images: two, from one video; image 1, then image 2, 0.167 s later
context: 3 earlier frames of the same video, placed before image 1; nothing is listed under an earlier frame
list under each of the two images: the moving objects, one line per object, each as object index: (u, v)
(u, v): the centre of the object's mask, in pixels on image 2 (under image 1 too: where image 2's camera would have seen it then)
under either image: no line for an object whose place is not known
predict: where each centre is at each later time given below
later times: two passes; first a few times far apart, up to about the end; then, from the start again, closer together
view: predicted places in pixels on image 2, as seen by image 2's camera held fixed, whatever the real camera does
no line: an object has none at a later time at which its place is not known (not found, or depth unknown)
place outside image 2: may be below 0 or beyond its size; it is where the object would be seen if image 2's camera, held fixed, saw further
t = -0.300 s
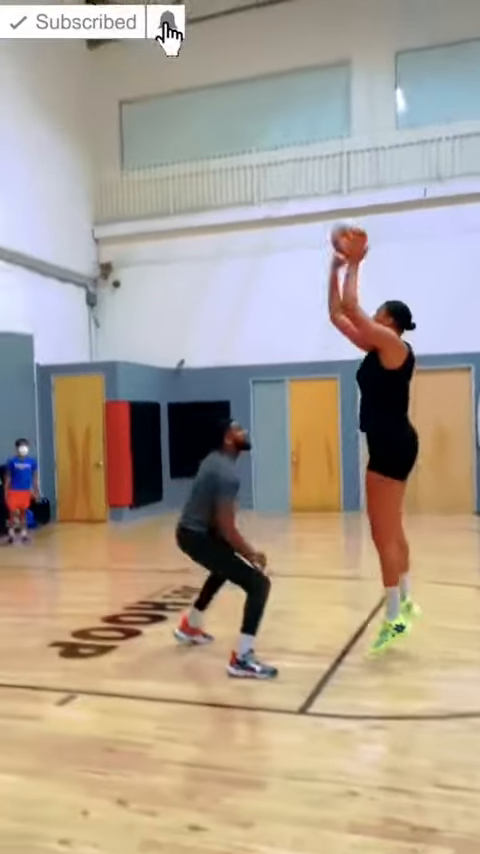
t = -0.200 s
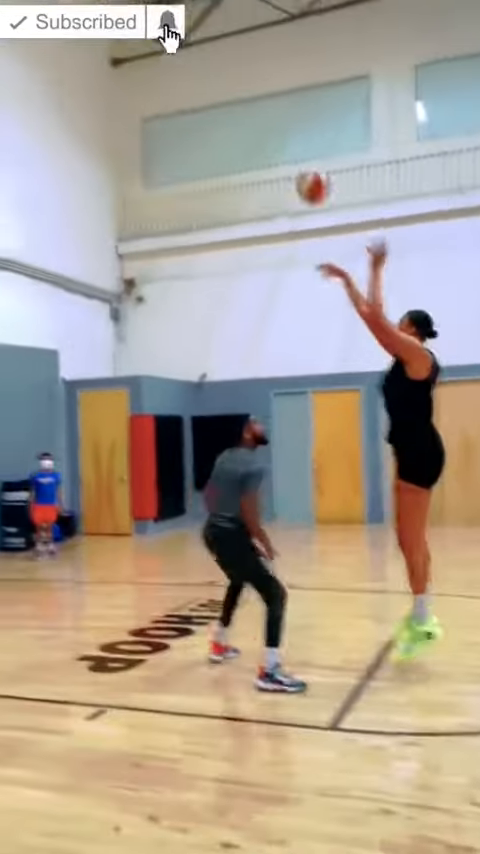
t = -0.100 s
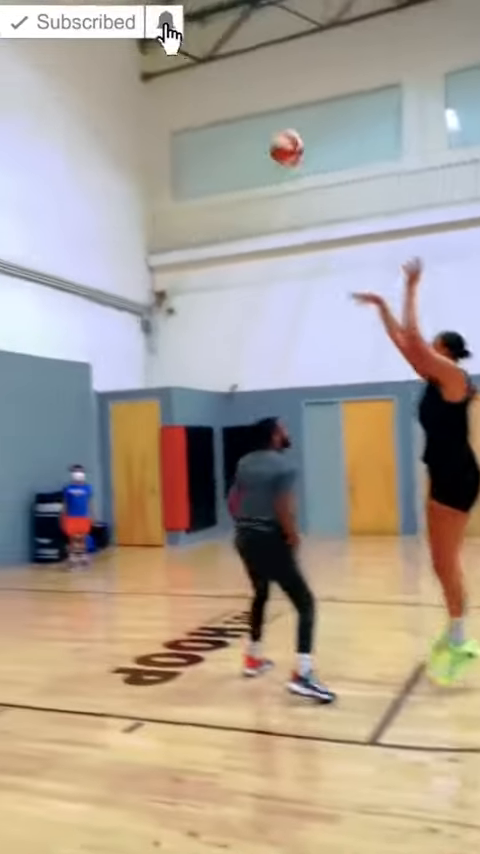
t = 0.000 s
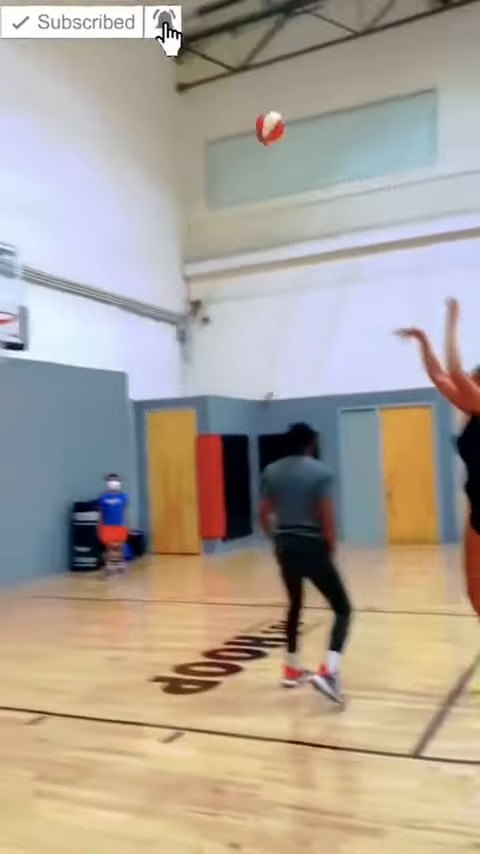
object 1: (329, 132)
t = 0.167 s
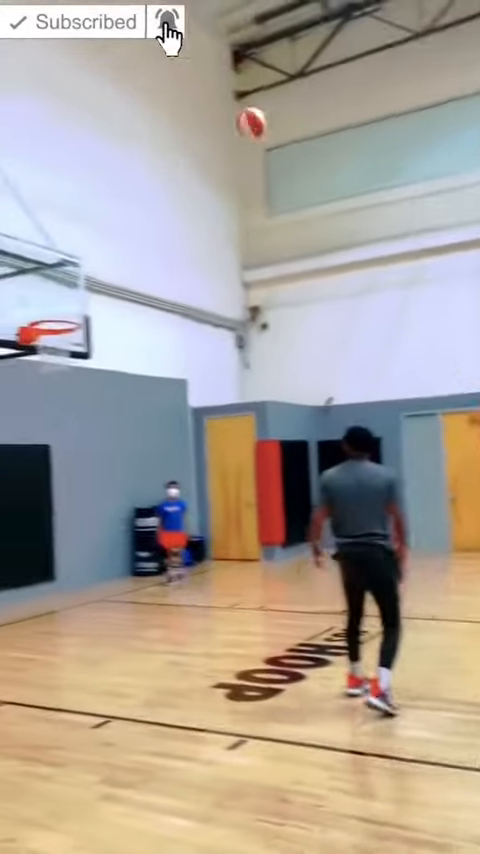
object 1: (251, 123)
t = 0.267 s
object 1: (211, 133)
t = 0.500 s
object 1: (131, 195)
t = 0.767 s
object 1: (59, 318)
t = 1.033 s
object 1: (39, 445)
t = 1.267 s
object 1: (28, 599)
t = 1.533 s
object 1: (28, 519)
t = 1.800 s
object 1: (34, 448)
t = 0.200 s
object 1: (237, 124)
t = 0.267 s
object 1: (211, 133)
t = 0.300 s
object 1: (199, 138)
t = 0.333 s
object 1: (187, 145)
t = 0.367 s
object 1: (174, 153)
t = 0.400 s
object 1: (162, 162)
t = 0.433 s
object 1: (152, 172)
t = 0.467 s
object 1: (141, 184)
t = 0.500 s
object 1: (131, 195)
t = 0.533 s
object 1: (120, 209)
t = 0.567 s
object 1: (110, 223)
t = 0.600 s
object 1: (101, 237)
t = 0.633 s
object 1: (92, 252)
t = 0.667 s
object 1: (84, 267)
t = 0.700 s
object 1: (76, 285)
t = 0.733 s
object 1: (66, 302)
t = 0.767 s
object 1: (59, 318)
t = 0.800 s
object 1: (50, 337)
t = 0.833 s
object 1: (48, 352)
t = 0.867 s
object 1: (49, 362)
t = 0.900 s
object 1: (46, 379)
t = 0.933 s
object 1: (43, 391)
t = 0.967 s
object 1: (43, 407)
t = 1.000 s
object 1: (41, 425)
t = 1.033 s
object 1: (39, 445)
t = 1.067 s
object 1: (37, 462)
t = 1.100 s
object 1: (35, 483)
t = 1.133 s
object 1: (34, 505)
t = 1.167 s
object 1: (33, 528)
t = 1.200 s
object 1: (31, 552)
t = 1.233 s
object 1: (29, 575)
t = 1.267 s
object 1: (28, 599)
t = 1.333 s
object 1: (26, 619)
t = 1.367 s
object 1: (27, 596)
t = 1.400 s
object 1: (25, 579)
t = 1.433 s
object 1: (26, 564)
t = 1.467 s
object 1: (26, 549)
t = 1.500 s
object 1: (27, 534)
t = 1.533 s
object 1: (28, 519)
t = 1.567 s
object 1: (28, 507)
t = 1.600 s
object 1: (29, 496)
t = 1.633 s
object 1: (30, 485)
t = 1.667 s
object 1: (30, 475)
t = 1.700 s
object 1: (32, 466)
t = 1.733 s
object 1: (32, 459)
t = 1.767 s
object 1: (33, 452)
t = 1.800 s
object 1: (34, 448)
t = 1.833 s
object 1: (35, 444)
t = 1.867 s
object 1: (36, 441)
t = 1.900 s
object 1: (38, 441)
